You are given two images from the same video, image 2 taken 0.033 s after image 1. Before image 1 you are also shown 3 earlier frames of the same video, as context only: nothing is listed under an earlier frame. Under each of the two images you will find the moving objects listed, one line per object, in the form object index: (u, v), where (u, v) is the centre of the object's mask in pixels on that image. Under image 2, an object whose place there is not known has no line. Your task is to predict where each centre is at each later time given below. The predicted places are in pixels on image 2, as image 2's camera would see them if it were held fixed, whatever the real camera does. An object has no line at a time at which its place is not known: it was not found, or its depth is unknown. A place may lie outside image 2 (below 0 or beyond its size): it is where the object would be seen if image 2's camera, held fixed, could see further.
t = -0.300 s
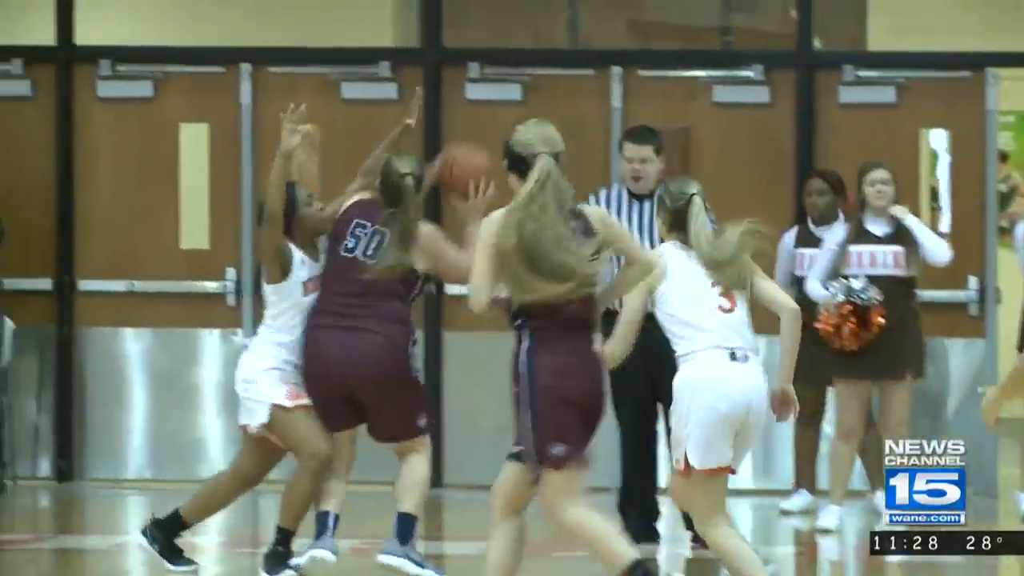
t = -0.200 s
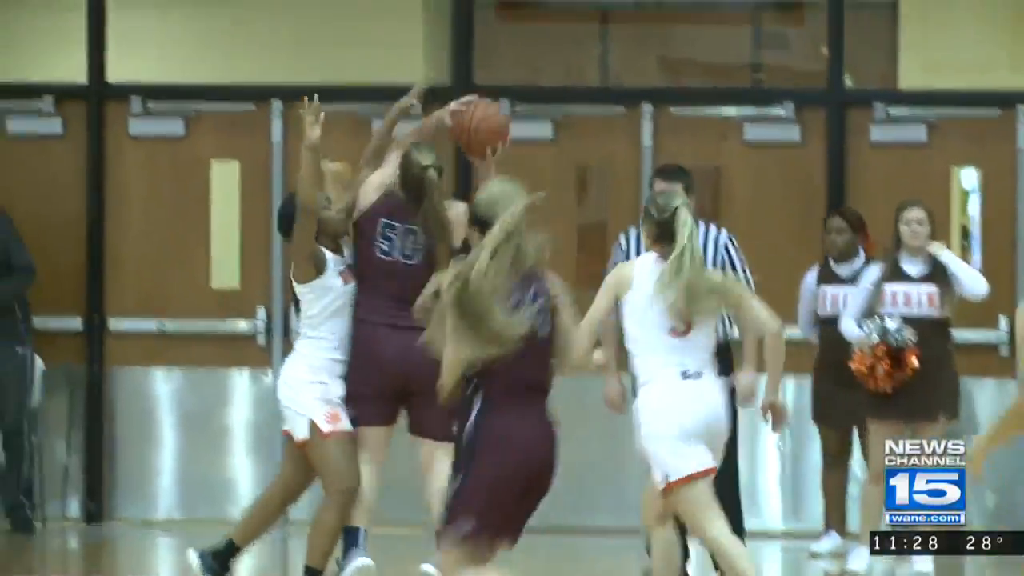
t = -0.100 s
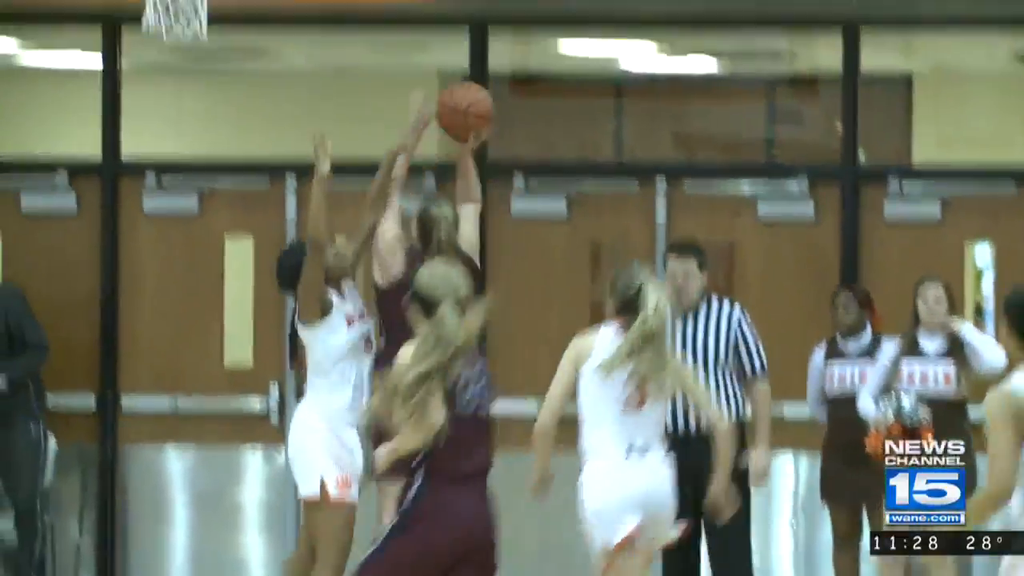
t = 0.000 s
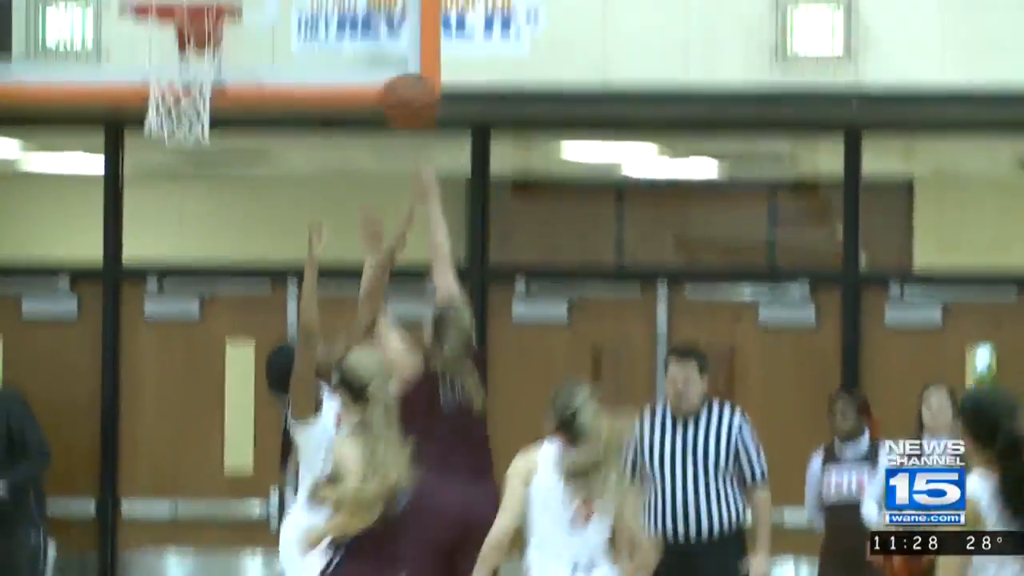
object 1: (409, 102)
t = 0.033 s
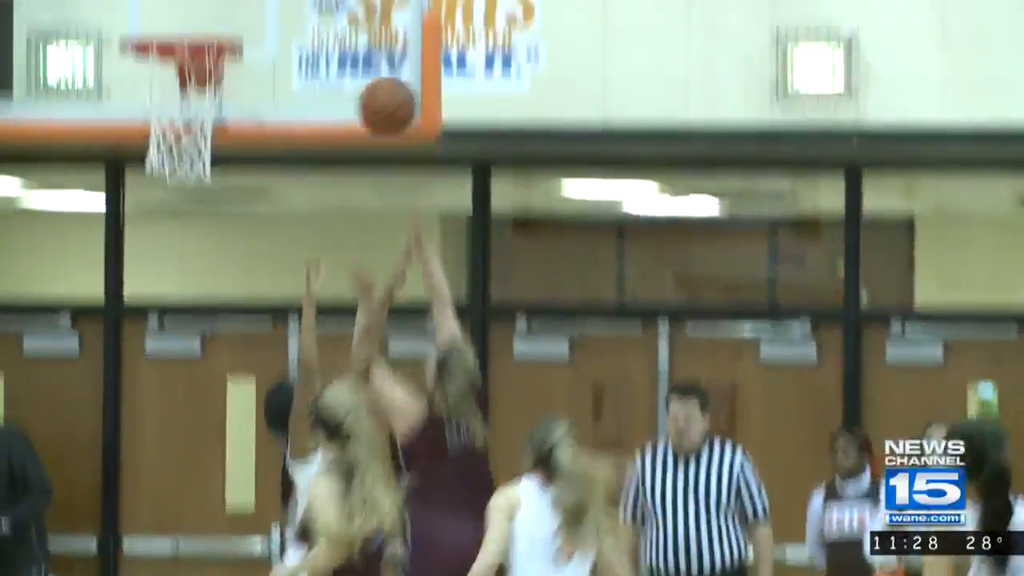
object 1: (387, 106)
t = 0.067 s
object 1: (365, 75)
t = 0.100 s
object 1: (342, 48)
